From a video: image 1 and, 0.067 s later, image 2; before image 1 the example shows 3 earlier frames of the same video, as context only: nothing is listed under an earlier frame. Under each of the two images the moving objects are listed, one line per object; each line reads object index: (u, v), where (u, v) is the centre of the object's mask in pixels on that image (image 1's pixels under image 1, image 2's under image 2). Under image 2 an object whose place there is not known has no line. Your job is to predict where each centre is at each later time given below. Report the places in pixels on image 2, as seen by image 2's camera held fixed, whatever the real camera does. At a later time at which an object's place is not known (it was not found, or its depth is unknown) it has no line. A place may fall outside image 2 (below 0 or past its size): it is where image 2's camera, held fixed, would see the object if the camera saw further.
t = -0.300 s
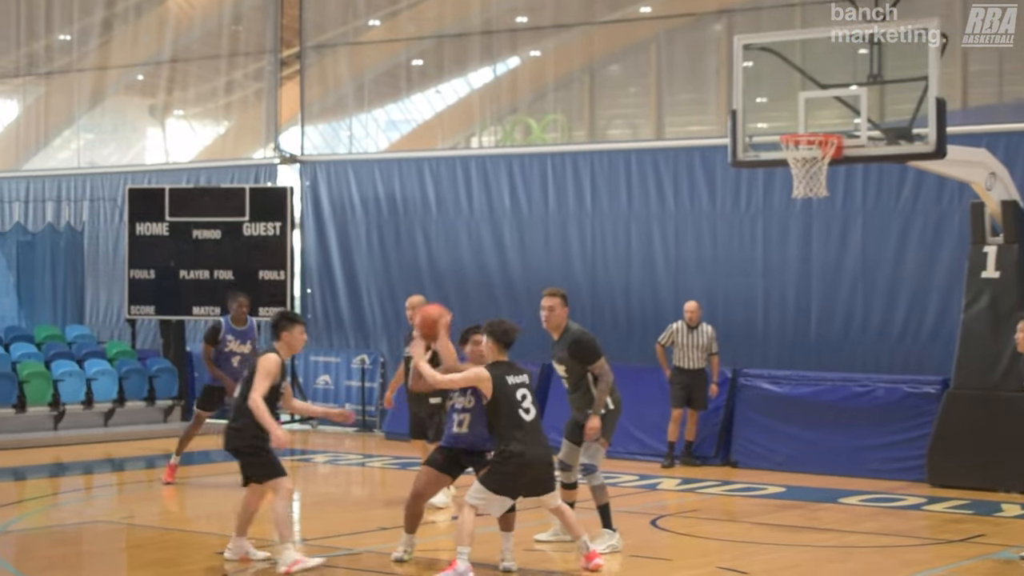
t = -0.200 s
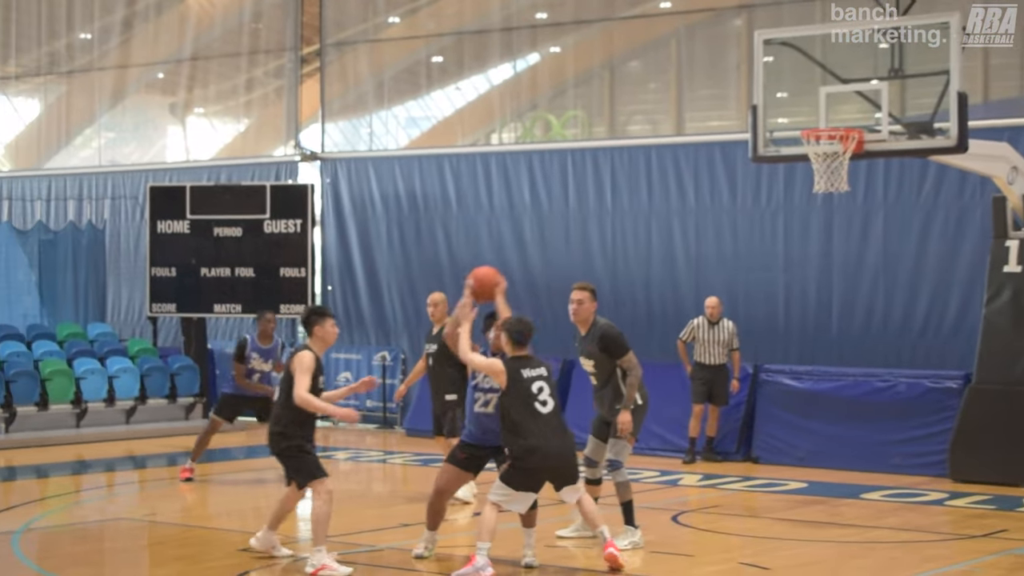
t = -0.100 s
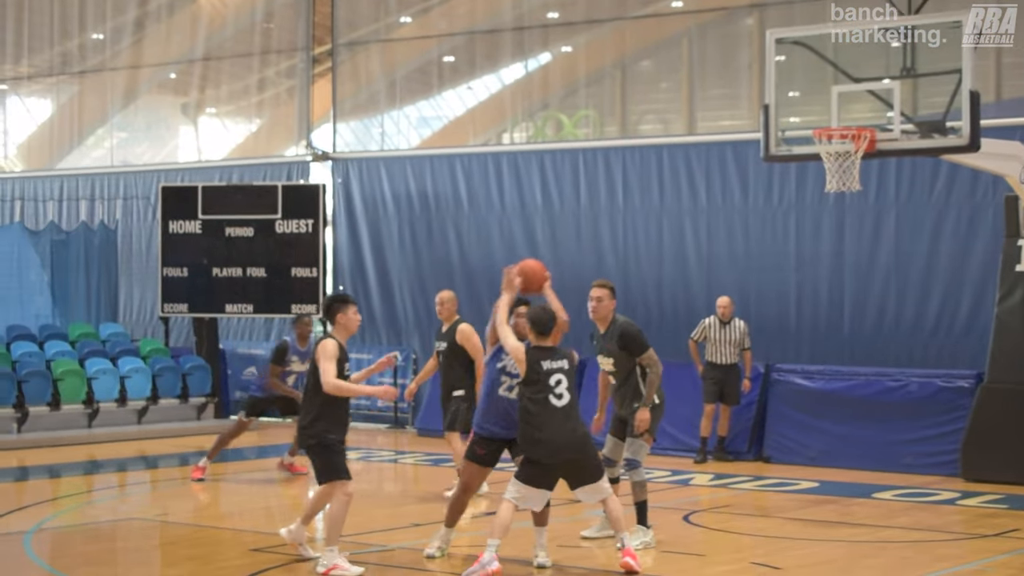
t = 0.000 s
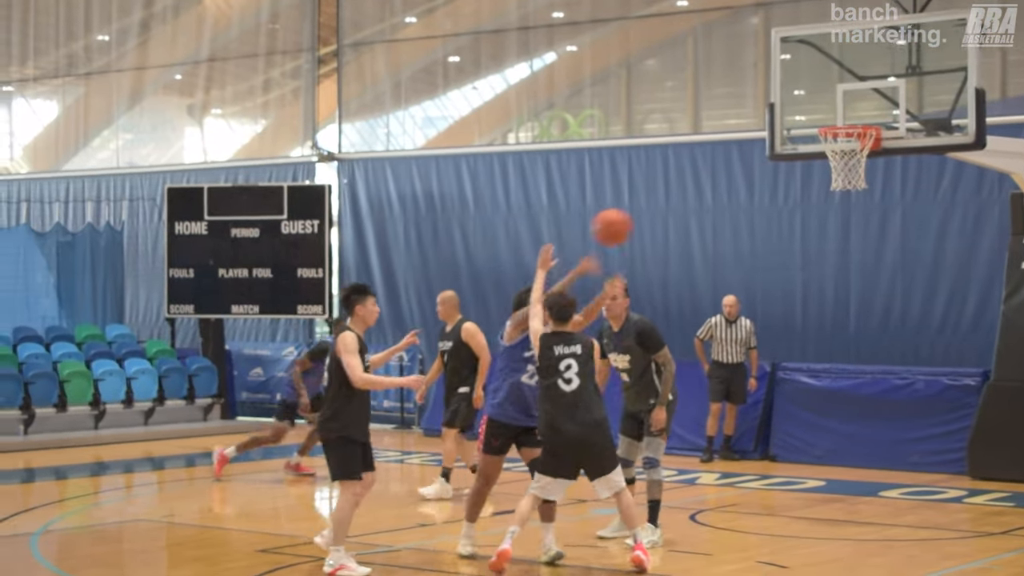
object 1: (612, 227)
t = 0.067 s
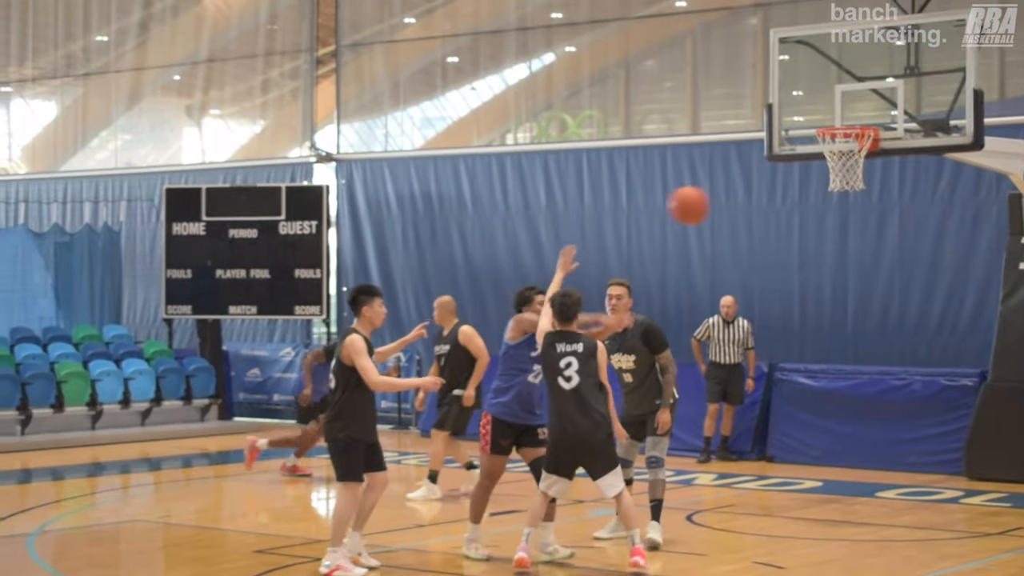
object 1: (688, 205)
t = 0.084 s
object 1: (711, 200)
